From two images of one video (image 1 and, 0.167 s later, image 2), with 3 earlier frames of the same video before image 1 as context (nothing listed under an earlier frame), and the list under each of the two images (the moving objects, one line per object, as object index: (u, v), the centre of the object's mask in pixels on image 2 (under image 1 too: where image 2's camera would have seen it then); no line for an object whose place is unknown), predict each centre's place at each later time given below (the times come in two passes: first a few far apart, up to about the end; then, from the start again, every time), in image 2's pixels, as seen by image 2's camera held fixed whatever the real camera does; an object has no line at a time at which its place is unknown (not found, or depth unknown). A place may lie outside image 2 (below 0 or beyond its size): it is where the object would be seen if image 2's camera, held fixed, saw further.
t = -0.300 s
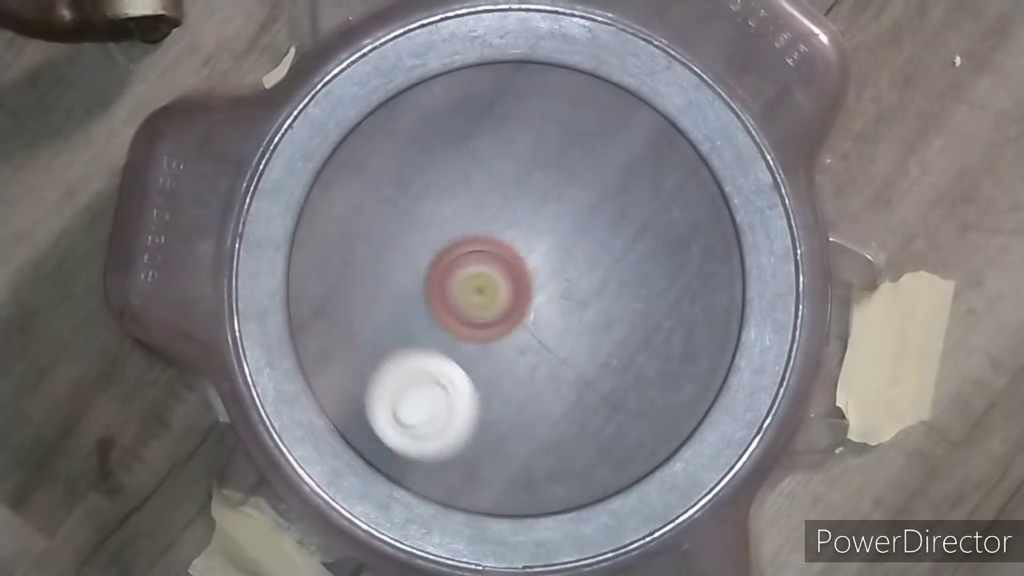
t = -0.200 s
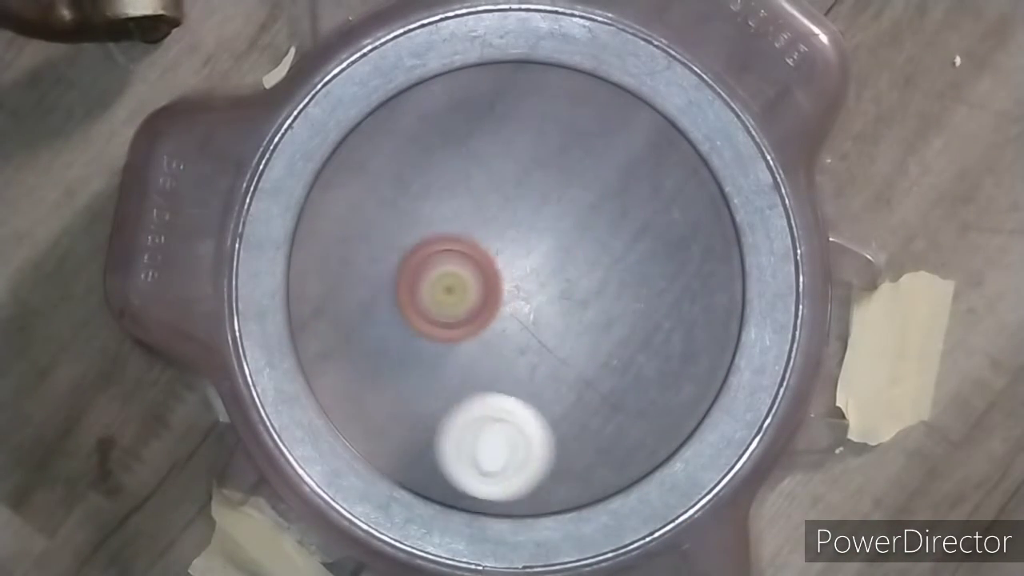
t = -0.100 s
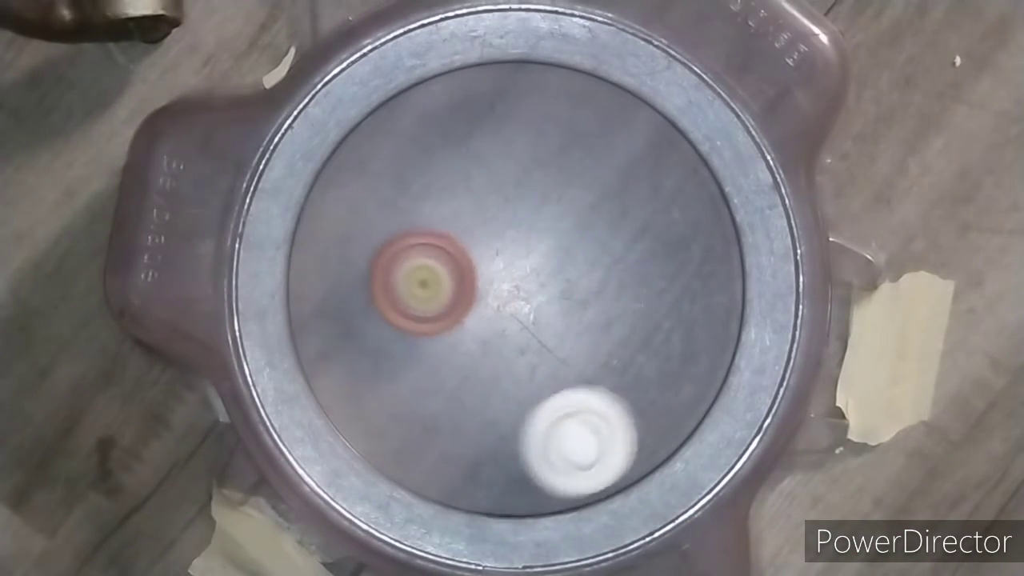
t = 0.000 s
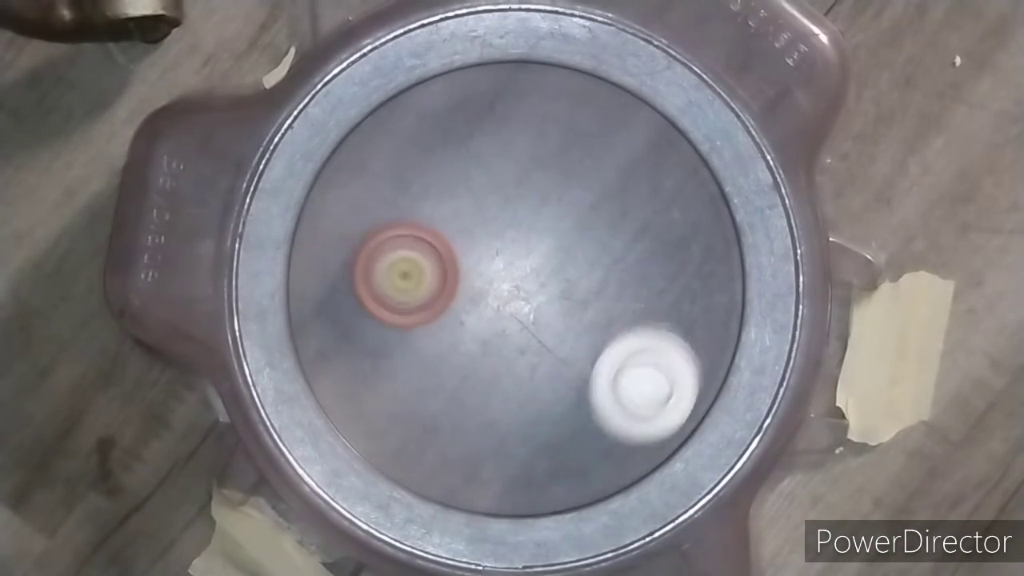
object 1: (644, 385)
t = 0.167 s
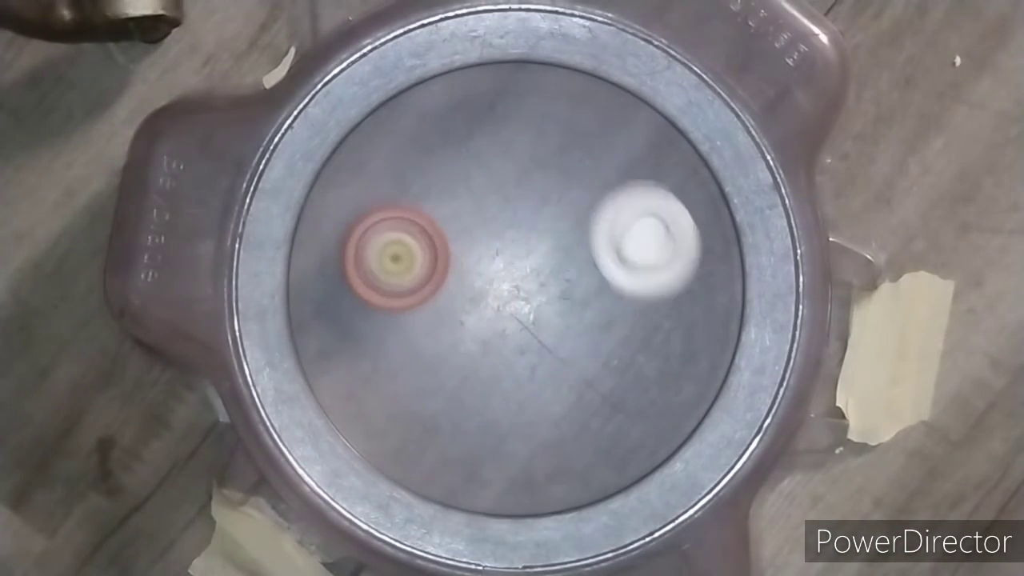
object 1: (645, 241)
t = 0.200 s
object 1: (627, 215)
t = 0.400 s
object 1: (484, 134)
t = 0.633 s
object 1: (480, 145)
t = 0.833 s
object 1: (508, 215)
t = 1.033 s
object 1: (604, 201)
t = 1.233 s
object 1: (627, 157)
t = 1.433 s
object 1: (582, 210)
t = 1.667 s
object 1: (567, 346)
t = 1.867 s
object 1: (597, 429)
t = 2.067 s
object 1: (602, 413)
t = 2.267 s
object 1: (632, 345)
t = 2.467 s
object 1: (659, 178)
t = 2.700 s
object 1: (662, 32)
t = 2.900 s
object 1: (773, 69)
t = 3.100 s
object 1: (778, 63)
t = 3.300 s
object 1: (774, 67)
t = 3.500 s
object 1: (773, 63)
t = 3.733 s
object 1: (769, 60)
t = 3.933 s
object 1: (769, 60)
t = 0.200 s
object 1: (627, 215)
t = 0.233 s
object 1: (605, 193)
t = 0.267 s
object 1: (578, 177)
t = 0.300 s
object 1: (549, 166)
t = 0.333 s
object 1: (518, 161)
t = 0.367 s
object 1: (487, 162)
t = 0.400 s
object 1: (484, 134)
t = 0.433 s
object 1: (487, 101)
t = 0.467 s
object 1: (486, 79)
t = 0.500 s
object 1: (486, 80)
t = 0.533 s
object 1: (485, 94)
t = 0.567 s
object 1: (483, 110)
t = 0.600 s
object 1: (481, 128)
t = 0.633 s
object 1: (480, 145)
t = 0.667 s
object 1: (479, 160)
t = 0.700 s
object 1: (480, 174)
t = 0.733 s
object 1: (484, 186)
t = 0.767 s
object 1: (490, 198)
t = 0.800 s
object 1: (498, 208)
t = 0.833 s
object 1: (508, 215)
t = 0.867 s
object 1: (521, 227)
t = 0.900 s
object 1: (534, 233)
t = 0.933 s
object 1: (551, 237)
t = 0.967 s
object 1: (572, 224)
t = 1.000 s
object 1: (590, 212)
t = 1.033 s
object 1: (604, 201)
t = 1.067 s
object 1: (616, 189)
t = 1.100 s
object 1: (623, 180)
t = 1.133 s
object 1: (627, 171)
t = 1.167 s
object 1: (630, 164)
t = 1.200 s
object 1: (629, 159)
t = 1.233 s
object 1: (627, 157)
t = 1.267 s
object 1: (622, 160)
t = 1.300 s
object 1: (614, 165)
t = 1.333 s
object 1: (604, 173)
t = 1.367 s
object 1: (595, 183)
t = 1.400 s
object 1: (588, 195)
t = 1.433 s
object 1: (582, 210)
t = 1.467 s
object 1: (577, 226)
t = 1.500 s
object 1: (572, 244)
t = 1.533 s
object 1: (568, 263)
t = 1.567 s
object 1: (565, 285)
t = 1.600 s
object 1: (565, 304)
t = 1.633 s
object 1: (565, 325)
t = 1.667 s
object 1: (567, 346)
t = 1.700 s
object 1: (568, 364)
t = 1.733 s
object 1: (572, 382)
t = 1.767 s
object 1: (577, 397)
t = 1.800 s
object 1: (583, 411)
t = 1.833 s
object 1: (590, 421)
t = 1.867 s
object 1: (597, 429)
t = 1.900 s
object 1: (602, 432)
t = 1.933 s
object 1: (606, 432)
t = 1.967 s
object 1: (607, 430)
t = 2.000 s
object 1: (606, 426)
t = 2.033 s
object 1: (605, 420)
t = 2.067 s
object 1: (602, 413)
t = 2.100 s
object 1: (602, 406)
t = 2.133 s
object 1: (620, 401)
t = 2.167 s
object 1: (629, 391)
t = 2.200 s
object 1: (634, 377)
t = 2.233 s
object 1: (635, 361)
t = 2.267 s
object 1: (632, 345)
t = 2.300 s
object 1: (626, 328)
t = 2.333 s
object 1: (616, 312)
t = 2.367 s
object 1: (602, 296)
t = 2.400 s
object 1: (596, 275)
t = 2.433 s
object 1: (636, 224)
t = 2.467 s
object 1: (659, 178)
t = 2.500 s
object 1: (676, 133)
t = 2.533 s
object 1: (675, 102)
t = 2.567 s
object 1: (670, 72)
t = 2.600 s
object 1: (665, 50)
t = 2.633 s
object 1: (653, 36)
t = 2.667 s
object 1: (650, 30)
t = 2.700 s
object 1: (662, 32)
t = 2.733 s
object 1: (680, 36)
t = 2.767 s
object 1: (701, 38)
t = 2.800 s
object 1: (727, 39)
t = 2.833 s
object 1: (751, 43)
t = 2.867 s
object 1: (763, 54)
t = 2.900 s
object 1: (773, 69)
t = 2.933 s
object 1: (776, 71)
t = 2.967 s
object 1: (773, 69)
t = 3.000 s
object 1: (773, 63)
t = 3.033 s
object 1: (777, 61)
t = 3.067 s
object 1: (778, 64)
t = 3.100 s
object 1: (778, 63)
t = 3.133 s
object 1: (777, 63)
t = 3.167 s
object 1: (775, 64)
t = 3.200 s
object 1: (773, 65)
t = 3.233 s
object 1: (773, 66)
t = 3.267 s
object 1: (774, 66)
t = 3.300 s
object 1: (774, 67)
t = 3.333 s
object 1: (774, 68)
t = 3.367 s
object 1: (775, 67)
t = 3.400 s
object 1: (775, 65)
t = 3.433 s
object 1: (775, 64)
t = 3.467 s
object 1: (774, 64)
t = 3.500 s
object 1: (773, 63)
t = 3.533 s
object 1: (772, 62)
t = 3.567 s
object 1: (771, 62)
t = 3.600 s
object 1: (770, 63)
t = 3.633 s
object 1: (770, 62)
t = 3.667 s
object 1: (769, 61)
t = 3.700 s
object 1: (769, 61)
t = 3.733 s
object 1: (769, 60)
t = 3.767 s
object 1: (769, 59)
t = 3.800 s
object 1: (769, 60)
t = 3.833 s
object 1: (769, 60)
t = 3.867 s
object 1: (769, 59)
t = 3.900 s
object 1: (769, 59)
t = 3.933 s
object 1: (769, 60)
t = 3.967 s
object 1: (768, 60)
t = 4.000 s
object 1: (768, 59)
